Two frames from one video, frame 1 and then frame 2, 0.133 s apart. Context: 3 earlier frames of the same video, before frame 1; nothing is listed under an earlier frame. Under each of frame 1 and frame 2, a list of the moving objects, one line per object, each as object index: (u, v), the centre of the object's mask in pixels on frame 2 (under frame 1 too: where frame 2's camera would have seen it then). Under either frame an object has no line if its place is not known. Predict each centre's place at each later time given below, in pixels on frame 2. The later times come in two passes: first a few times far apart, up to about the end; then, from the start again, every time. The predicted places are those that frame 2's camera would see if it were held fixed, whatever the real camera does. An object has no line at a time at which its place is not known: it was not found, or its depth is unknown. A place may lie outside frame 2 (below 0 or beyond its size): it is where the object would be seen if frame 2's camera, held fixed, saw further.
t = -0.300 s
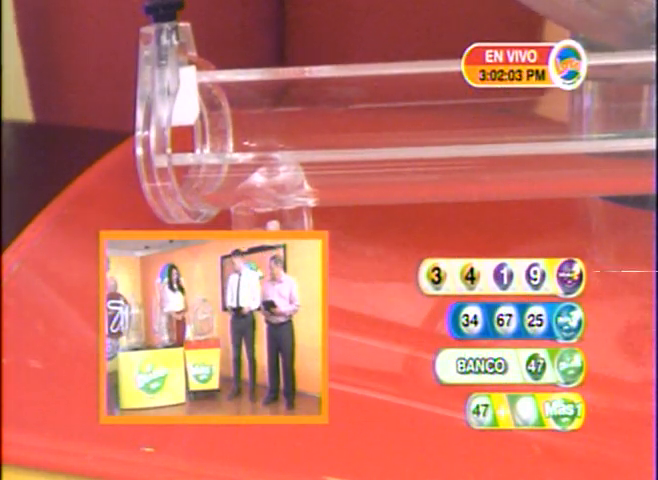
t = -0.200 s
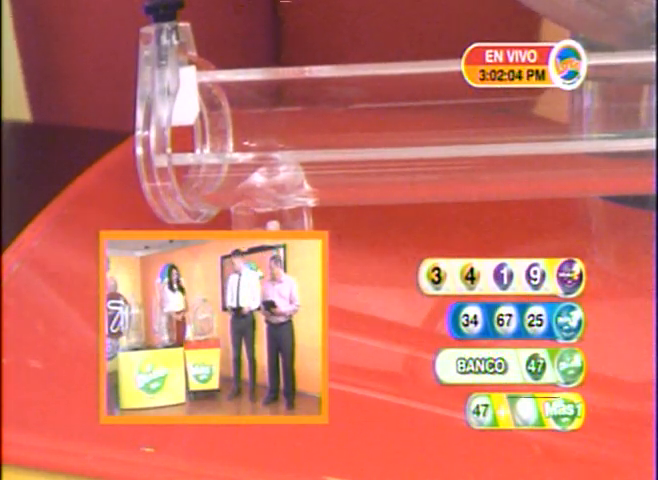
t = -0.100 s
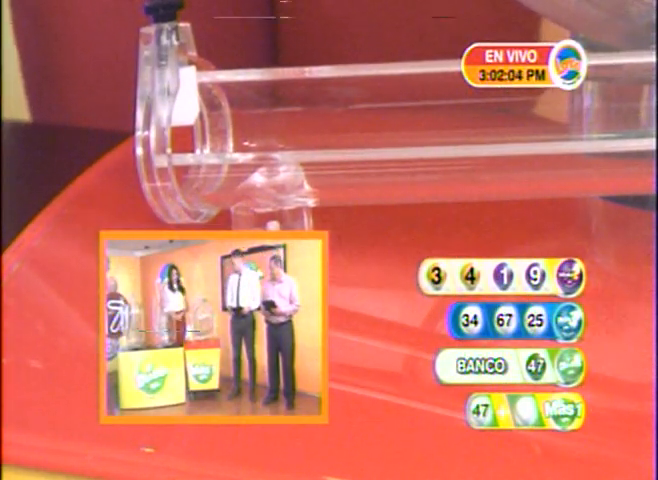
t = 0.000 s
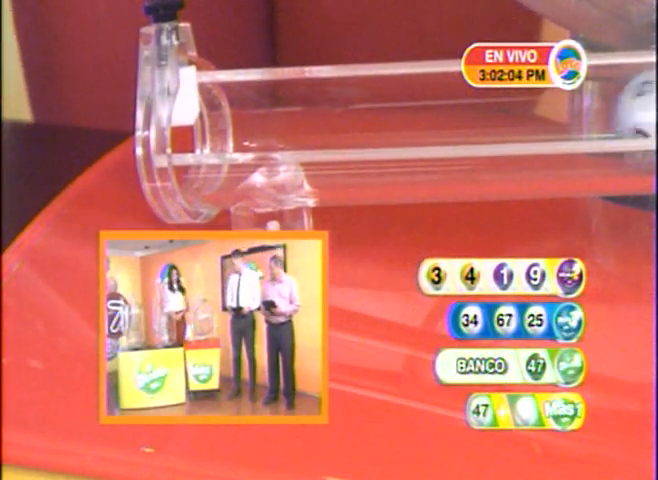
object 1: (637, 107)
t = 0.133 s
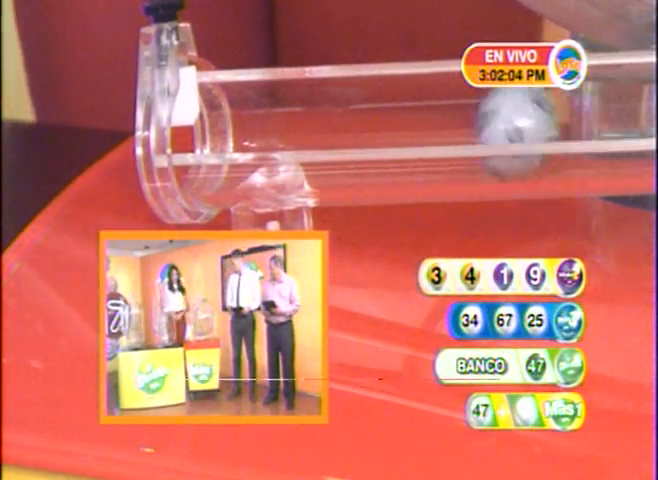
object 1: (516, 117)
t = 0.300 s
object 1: (319, 123)
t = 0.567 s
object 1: (245, 125)
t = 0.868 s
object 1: (231, 125)
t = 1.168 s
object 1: (230, 126)
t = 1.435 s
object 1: (231, 126)
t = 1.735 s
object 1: (231, 126)
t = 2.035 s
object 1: (231, 126)
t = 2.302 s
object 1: (231, 126)
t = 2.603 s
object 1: (231, 126)
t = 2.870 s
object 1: (231, 126)
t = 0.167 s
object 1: (479, 117)
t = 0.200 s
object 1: (440, 118)
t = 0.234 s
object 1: (402, 119)
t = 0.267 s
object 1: (360, 121)
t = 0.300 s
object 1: (319, 123)
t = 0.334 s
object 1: (278, 124)
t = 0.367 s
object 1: (235, 126)
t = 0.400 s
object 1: (242, 122)
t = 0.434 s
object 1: (249, 124)
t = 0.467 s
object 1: (254, 124)
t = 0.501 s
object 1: (255, 124)
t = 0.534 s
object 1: (250, 124)
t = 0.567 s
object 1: (245, 125)
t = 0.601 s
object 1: (239, 125)
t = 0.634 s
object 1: (231, 126)
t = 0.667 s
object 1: (231, 126)
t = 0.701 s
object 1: (231, 126)
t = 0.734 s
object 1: (231, 126)
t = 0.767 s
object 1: (231, 126)
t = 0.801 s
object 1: (231, 126)
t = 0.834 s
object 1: (231, 126)
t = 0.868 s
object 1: (231, 125)
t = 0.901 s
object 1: (231, 126)
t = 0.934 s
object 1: (231, 126)
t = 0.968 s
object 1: (230, 126)
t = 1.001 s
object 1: (230, 126)
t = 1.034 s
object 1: (230, 126)
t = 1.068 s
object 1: (230, 126)
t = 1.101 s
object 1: (231, 126)
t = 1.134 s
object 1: (231, 126)
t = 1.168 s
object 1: (230, 126)
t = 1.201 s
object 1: (231, 126)
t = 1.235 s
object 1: (231, 126)
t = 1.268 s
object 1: (230, 126)
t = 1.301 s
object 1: (230, 126)
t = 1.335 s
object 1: (231, 126)
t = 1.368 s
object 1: (231, 126)
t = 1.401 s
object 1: (231, 126)
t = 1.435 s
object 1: (231, 126)
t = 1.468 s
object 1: (230, 126)
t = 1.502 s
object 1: (230, 126)
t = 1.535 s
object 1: (231, 126)
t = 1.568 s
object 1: (231, 126)
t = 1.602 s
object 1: (231, 126)
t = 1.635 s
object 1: (230, 126)
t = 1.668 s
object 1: (231, 126)
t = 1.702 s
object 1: (231, 126)
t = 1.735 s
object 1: (231, 126)
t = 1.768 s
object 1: (230, 126)
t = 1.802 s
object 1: (231, 126)
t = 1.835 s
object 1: (231, 126)
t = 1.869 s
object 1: (231, 126)
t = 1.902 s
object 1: (231, 126)
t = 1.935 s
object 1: (231, 126)
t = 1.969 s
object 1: (231, 126)
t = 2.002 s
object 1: (231, 126)
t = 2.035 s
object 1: (231, 126)
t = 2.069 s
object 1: (231, 126)
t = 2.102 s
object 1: (231, 126)
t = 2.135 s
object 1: (231, 126)
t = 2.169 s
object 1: (231, 126)
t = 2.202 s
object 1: (231, 126)
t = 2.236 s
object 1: (231, 126)
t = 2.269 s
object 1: (231, 126)
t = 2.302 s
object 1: (231, 126)
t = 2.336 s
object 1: (231, 126)
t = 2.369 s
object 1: (231, 126)
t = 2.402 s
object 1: (231, 126)
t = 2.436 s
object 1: (231, 126)
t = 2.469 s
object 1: (231, 126)
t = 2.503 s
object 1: (231, 126)
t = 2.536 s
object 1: (231, 126)
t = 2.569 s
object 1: (231, 126)
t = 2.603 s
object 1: (231, 126)
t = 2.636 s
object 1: (231, 126)
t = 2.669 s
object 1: (231, 126)
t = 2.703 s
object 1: (231, 126)
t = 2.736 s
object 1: (231, 126)
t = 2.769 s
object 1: (231, 126)
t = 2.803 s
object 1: (231, 126)
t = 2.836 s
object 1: (231, 126)
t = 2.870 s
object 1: (231, 126)
